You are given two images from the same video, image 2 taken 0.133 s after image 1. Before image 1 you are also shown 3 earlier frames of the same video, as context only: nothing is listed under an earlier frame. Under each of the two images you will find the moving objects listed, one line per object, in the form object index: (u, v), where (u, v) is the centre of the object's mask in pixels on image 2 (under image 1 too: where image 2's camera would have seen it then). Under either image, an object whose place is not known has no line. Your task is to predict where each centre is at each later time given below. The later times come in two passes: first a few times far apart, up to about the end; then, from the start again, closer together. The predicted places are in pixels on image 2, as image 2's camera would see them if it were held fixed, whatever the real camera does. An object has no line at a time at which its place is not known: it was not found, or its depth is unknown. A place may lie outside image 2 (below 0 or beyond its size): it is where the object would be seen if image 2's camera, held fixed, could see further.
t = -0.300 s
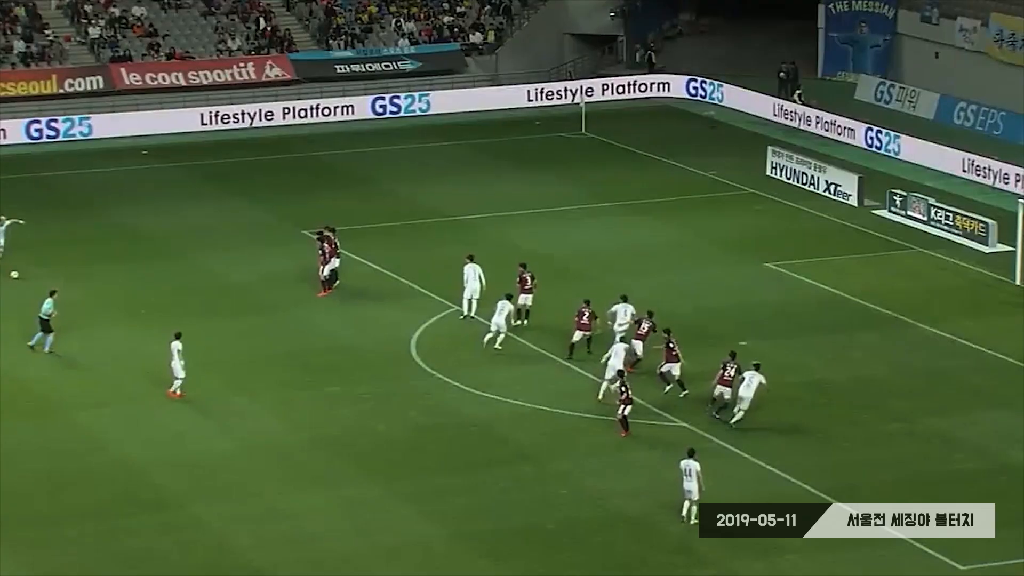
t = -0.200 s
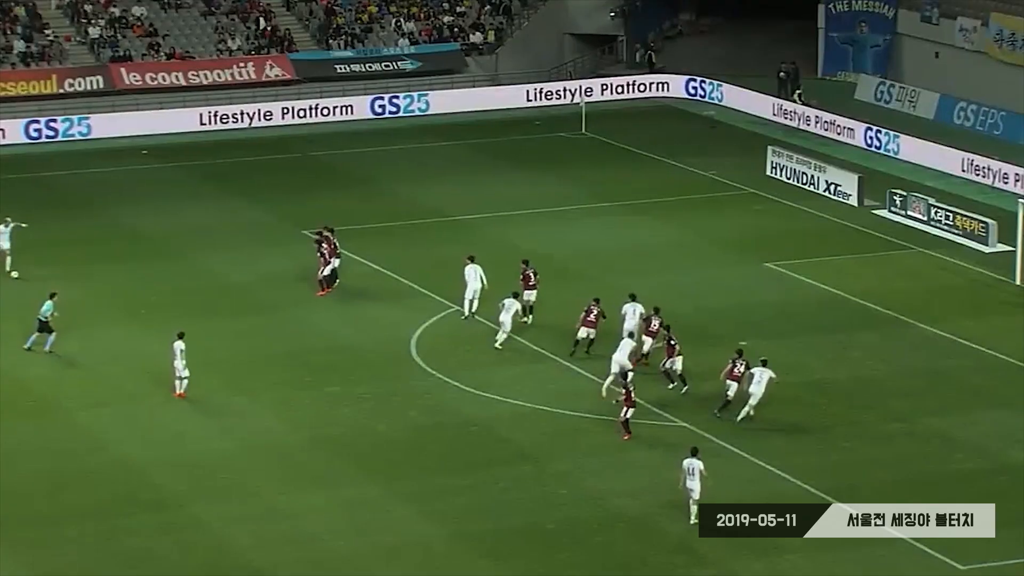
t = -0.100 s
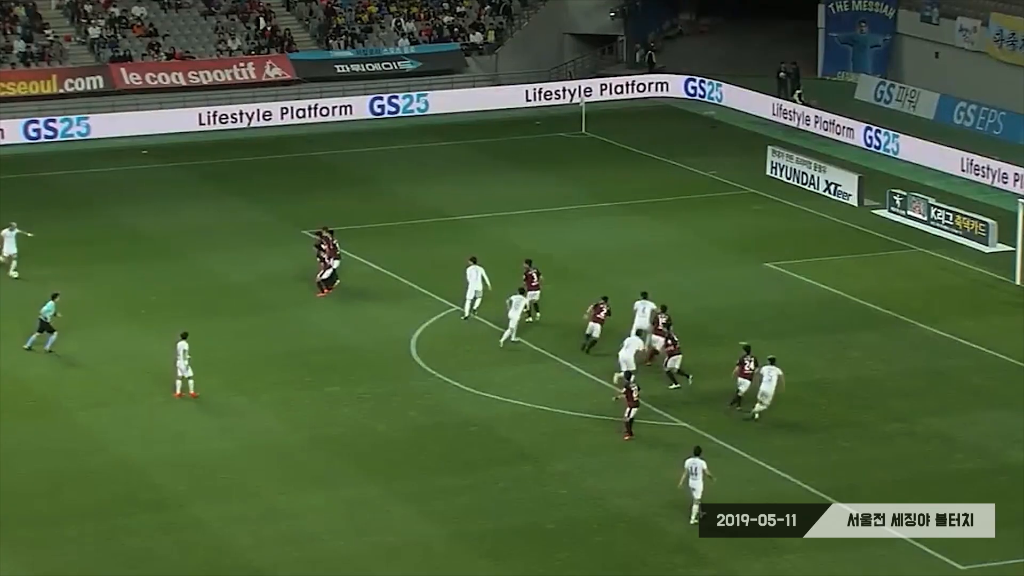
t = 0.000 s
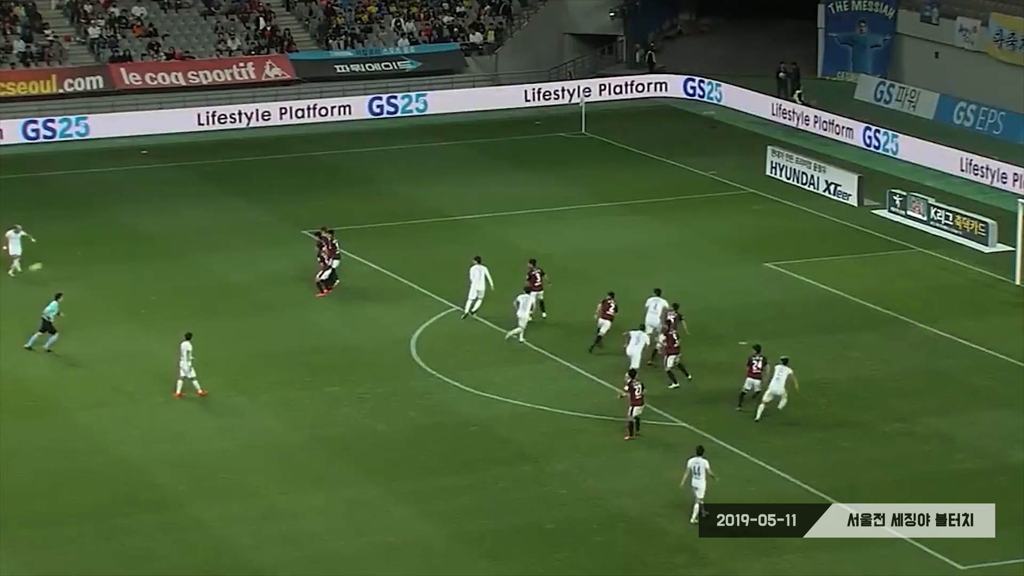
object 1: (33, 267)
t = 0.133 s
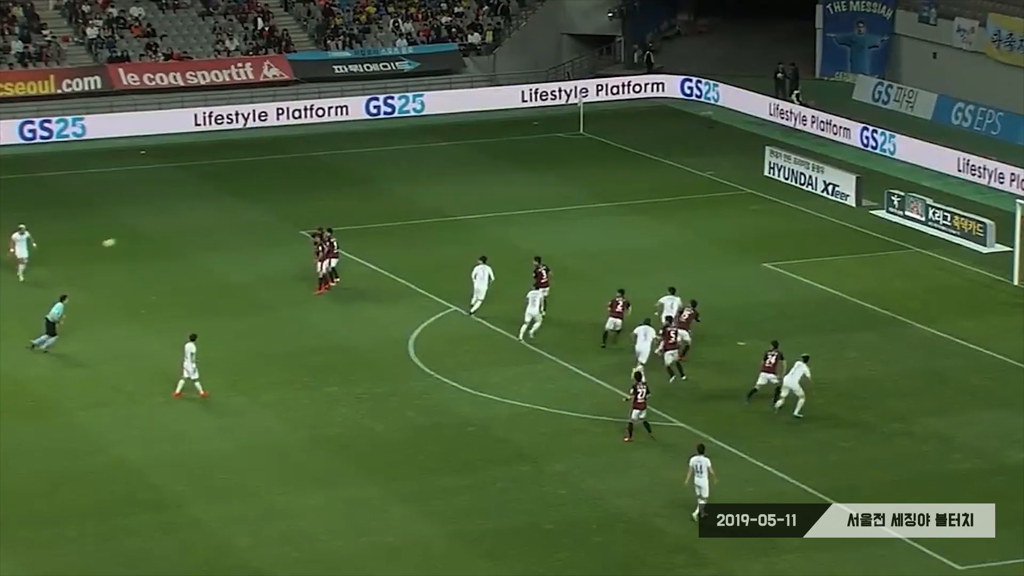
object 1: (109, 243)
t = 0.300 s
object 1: (205, 218)
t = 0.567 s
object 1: (360, 193)
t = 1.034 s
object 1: (623, 202)
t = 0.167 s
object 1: (128, 237)
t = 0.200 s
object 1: (147, 232)
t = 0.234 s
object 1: (166, 227)
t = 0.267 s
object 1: (186, 222)
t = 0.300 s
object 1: (205, 218)
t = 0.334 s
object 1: (224, 214)
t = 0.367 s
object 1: (244, 210)
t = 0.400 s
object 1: (263, 206)
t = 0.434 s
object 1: (282, 203)
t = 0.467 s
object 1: (302, 200)
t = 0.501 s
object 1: (321, 198)
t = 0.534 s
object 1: (341, 195)
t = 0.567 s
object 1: (360, 193)
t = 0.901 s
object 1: (549, 193)
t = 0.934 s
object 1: (568, 194)
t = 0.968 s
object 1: (586, 197)
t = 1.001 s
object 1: (605, 200)
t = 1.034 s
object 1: (623, 202)
